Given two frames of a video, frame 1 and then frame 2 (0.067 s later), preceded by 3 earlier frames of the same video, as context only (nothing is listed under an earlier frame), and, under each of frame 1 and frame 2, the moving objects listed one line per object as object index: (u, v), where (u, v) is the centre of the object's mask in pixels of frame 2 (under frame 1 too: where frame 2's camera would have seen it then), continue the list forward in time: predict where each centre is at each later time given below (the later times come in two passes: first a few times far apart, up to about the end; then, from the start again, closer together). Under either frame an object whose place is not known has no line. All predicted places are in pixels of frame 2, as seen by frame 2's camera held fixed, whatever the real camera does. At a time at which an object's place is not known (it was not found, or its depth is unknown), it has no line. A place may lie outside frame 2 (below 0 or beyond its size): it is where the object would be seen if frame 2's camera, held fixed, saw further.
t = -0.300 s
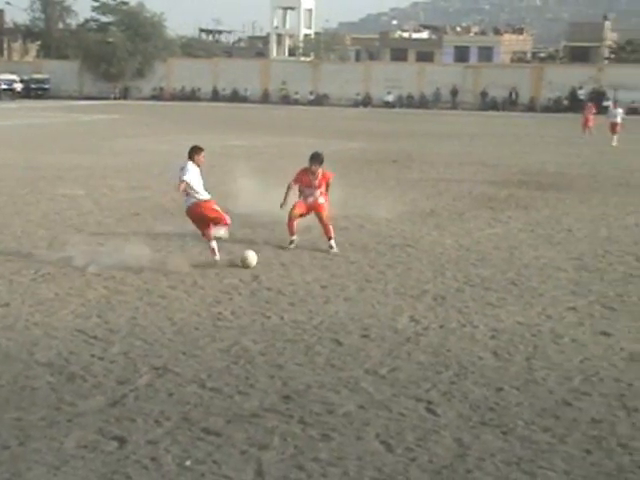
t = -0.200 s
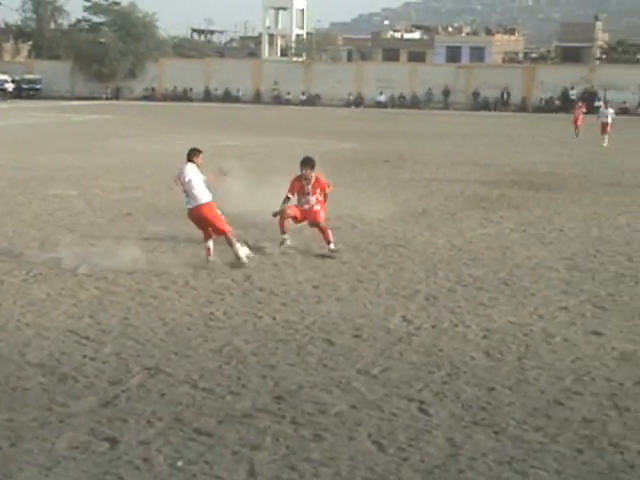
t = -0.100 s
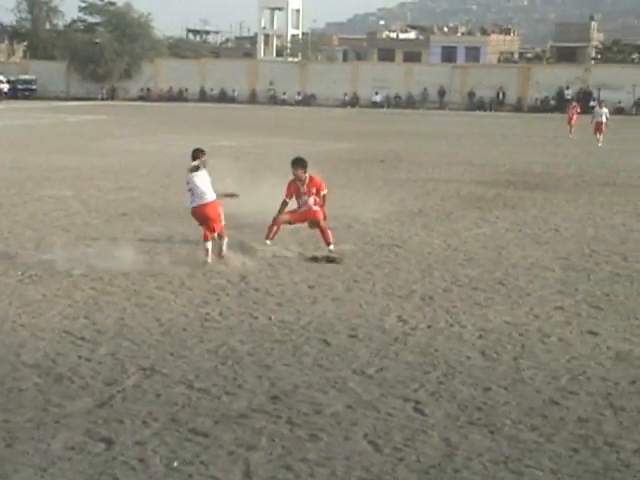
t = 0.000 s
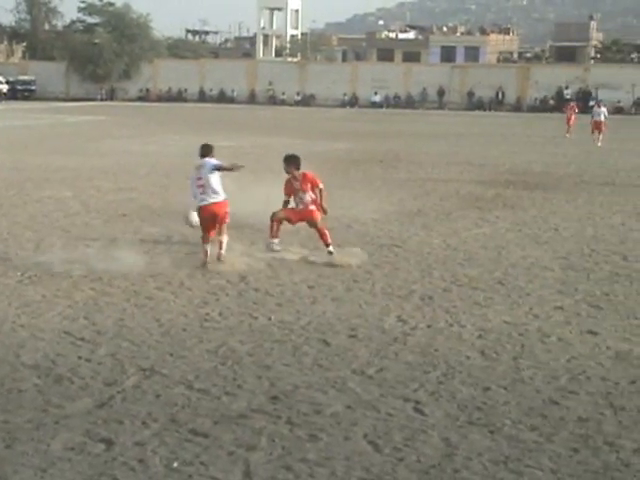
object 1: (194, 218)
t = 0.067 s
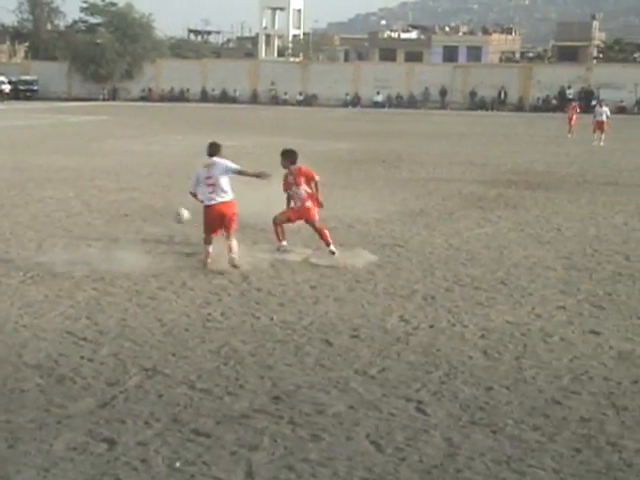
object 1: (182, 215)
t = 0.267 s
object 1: (146, 222)
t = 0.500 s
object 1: (128, 213)
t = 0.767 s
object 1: (113, 203)
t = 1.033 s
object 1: (96, 199)
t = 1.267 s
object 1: (84, 194)
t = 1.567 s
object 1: (69, 188)
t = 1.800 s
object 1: (59, 184)
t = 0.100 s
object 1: (176, 214)
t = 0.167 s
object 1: (163, 216)
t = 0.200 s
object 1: (157, 218)
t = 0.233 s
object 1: (152, 220)
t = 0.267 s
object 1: (146, 222)
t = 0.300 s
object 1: (144, 219)
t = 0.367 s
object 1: (138, 214)
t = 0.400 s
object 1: (135, 213)
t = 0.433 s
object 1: (133, 213)
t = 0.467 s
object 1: (131, 213)
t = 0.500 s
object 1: (128, 213)
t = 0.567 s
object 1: (125, 207)
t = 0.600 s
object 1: (123, 205)
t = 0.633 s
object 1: (120, 203)
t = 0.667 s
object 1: (119, 202)
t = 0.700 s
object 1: (117, 202)
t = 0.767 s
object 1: (113, 203)
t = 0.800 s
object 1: (111, 204)
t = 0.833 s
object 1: (109, 203)
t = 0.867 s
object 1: (107, 202)
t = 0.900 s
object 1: (104, 201)
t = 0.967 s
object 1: (100, 201)
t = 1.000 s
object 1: (98, 200)
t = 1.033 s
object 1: (96, 199)
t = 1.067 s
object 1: (94, 197)
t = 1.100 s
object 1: (93, 197)
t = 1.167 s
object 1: (89, 197)
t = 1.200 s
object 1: (87, 196)
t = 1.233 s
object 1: (85, 195)
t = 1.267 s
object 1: (84, 194)
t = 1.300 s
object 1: (82, 193)
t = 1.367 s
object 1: (78, 192)
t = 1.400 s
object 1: (77, 191)
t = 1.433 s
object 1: (75, 189)
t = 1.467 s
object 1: (74, 188)
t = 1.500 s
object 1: (72, 188)
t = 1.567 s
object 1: (69, 188)
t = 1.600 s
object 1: (67, 188)
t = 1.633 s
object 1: (66, 187)
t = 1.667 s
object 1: (64, 185)
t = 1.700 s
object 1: (63, 184)
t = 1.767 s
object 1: (60, 183)
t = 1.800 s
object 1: (59, 184)
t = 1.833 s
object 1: (57, 184)
